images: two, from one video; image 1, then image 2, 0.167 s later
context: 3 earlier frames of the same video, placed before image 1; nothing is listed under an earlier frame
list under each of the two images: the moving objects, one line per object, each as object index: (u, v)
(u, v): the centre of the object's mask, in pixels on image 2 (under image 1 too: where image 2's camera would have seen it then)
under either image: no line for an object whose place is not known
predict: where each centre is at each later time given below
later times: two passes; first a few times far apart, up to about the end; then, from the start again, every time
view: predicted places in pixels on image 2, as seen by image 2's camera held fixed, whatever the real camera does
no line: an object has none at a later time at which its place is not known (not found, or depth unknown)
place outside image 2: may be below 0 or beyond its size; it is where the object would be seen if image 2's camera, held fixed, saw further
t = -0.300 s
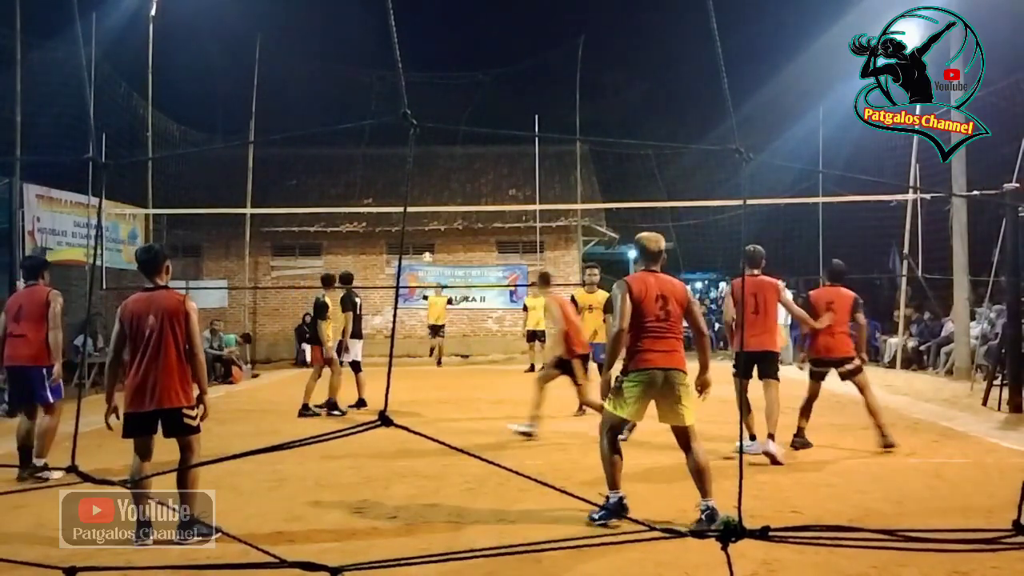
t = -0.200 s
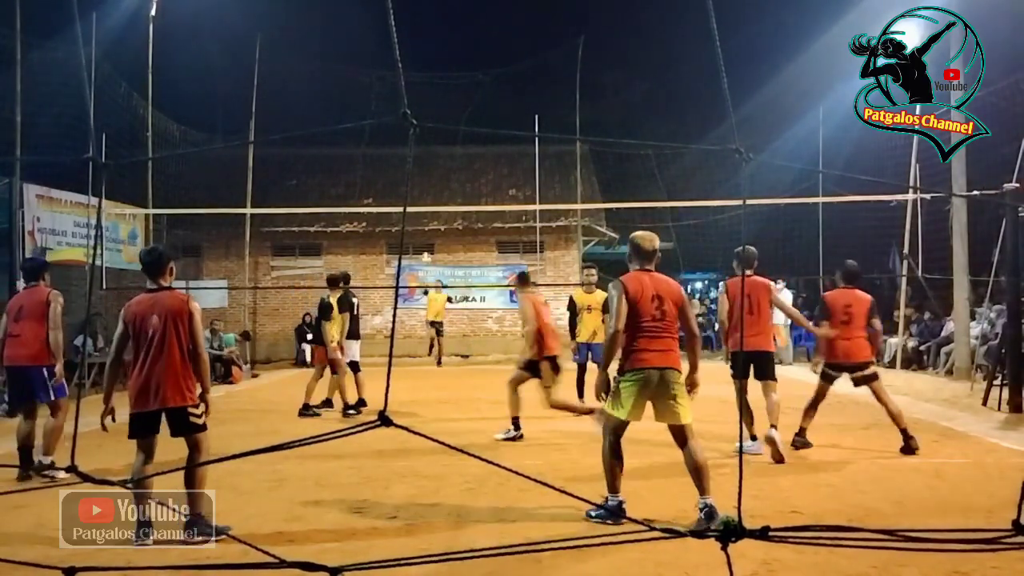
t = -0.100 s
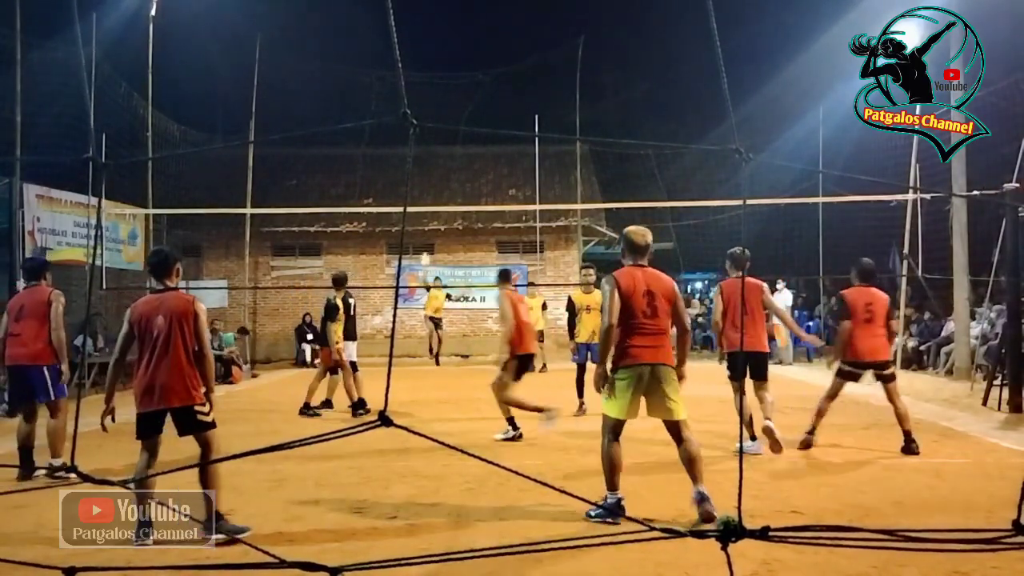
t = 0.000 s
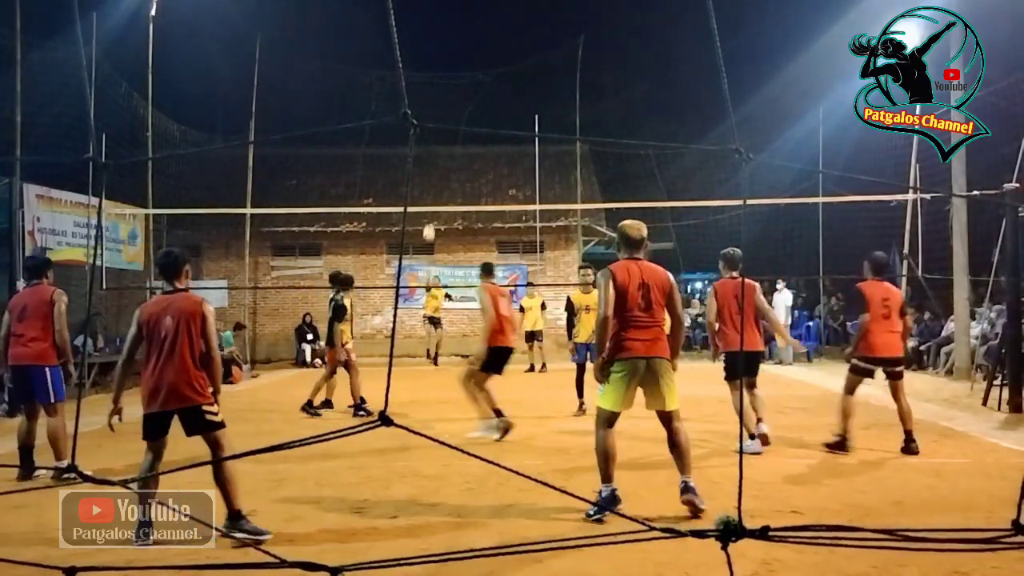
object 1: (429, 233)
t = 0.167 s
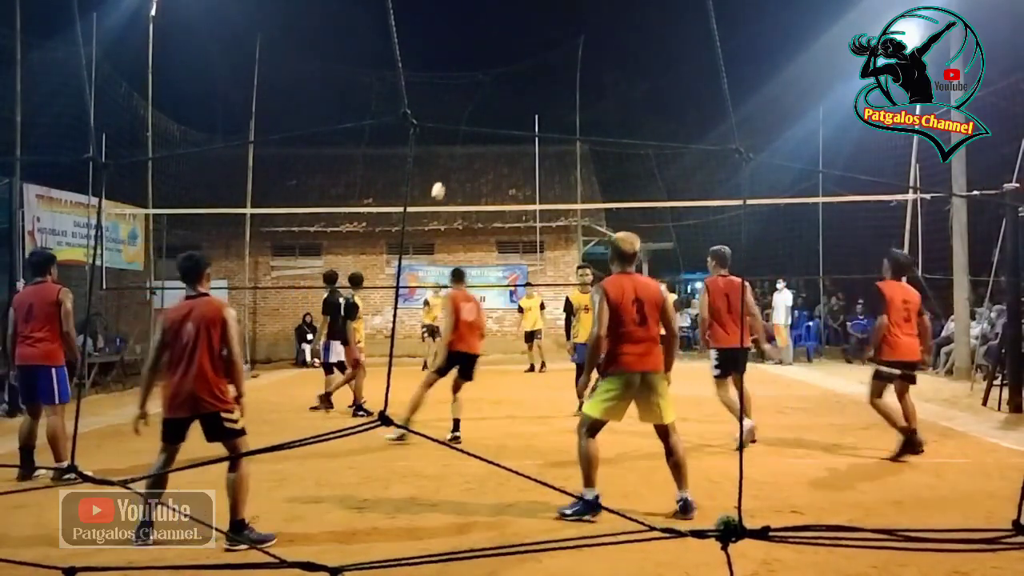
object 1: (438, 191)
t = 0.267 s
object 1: (445, 170)
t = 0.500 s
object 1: (469, 137)
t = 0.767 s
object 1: (509, 137)
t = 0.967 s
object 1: (547, 191)
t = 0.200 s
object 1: (440, 183)
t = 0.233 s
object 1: (442, 176)
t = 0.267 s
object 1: (445, 170)
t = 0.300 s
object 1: (448, 164)
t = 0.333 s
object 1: (451, 158)
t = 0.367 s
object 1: (454, 153)
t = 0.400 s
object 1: (458, 148)
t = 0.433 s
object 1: (462, 144)
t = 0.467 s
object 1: (466, 140)
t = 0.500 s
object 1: (469, 137)
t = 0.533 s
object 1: (473, 134)
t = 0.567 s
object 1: (478, 131)
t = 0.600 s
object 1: (482, 130)
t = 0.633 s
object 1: (487, 129)
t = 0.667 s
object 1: (492, 130)
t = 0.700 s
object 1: (497, 131)
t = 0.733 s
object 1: (503, 133)
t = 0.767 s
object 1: (509, 137)
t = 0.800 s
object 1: (514, 143)
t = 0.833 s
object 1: (521, 149)
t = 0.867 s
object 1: (527, 158)
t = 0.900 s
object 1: (533, 167)
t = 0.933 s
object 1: (540, 180)
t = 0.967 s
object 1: (547, 191)
